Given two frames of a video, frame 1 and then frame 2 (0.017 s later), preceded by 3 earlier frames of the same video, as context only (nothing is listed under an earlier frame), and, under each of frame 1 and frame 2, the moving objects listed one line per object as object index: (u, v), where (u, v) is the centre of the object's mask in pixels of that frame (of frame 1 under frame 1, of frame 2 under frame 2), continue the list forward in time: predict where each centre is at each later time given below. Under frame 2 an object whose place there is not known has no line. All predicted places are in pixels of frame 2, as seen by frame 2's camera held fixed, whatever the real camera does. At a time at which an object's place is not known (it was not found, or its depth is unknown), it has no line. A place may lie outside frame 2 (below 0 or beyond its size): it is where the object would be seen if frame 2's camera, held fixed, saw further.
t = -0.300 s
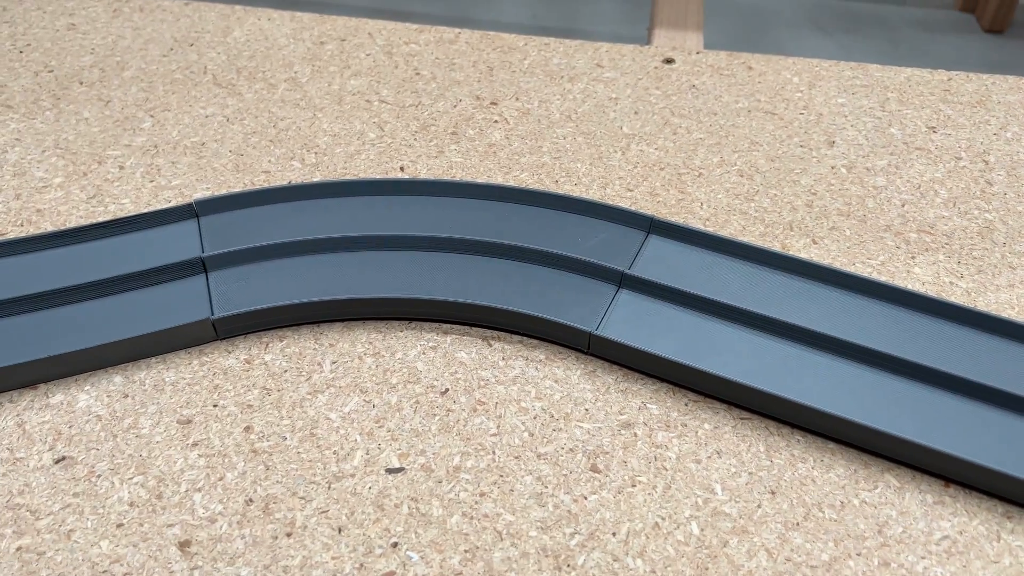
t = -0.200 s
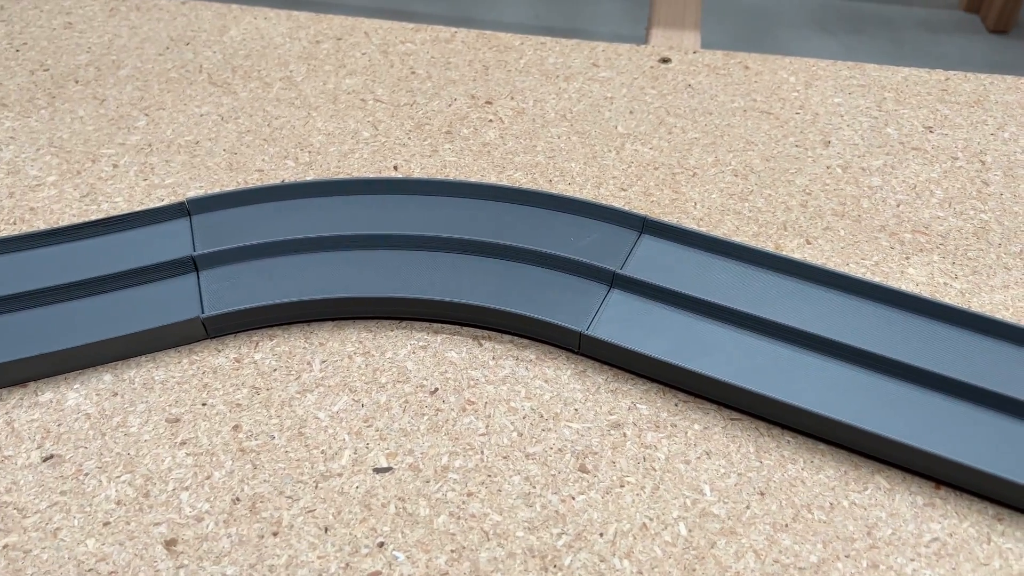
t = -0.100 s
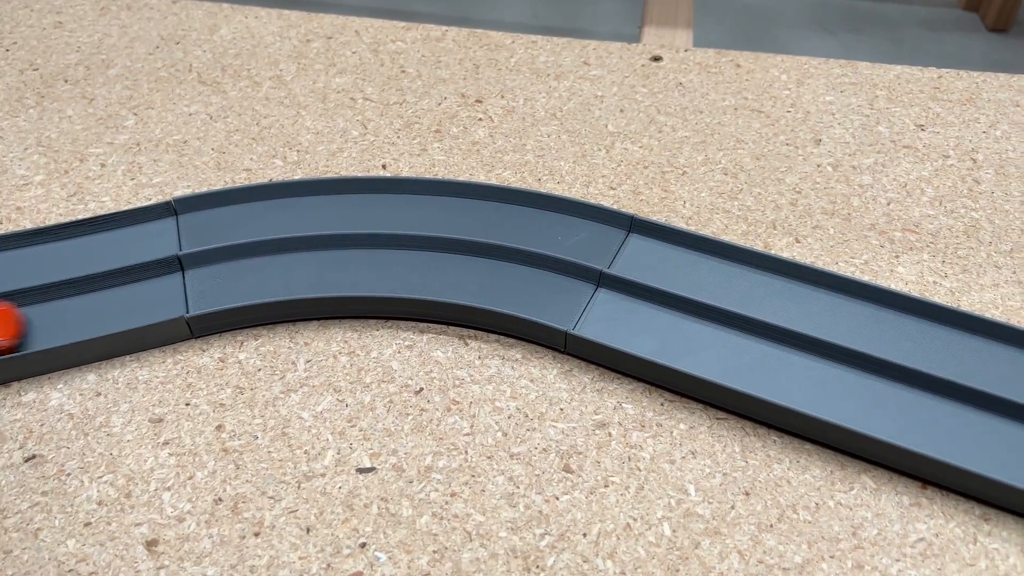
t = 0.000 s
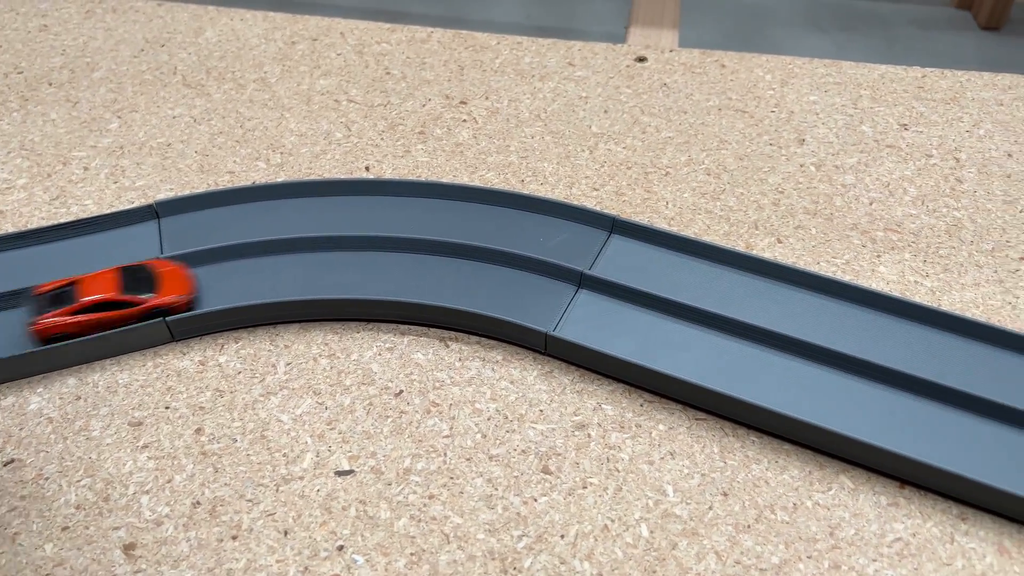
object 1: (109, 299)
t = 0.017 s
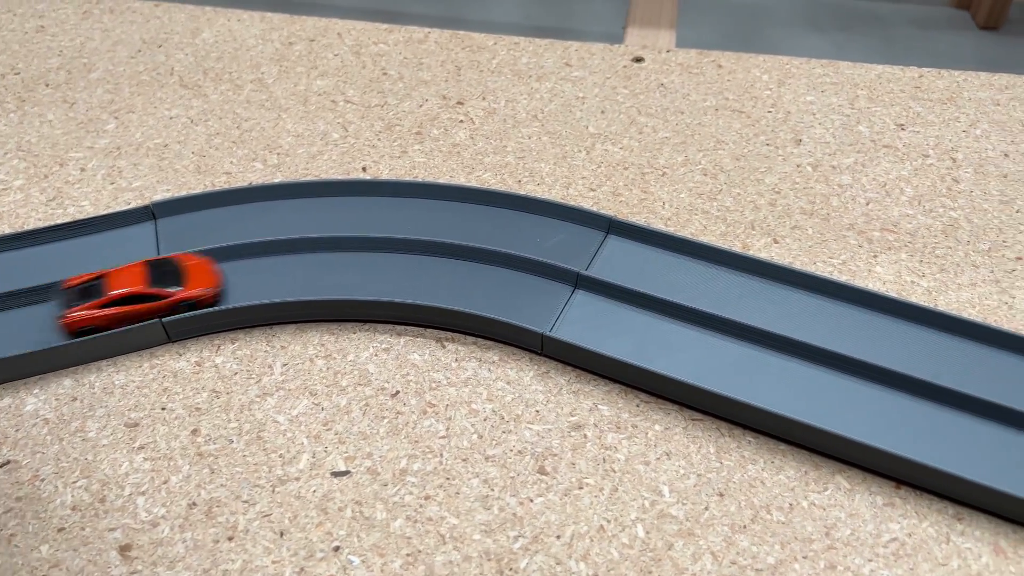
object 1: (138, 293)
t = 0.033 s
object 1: (169, 286)
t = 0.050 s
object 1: (198, 279)
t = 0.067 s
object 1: (227, 275)
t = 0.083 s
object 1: (256, 271)
